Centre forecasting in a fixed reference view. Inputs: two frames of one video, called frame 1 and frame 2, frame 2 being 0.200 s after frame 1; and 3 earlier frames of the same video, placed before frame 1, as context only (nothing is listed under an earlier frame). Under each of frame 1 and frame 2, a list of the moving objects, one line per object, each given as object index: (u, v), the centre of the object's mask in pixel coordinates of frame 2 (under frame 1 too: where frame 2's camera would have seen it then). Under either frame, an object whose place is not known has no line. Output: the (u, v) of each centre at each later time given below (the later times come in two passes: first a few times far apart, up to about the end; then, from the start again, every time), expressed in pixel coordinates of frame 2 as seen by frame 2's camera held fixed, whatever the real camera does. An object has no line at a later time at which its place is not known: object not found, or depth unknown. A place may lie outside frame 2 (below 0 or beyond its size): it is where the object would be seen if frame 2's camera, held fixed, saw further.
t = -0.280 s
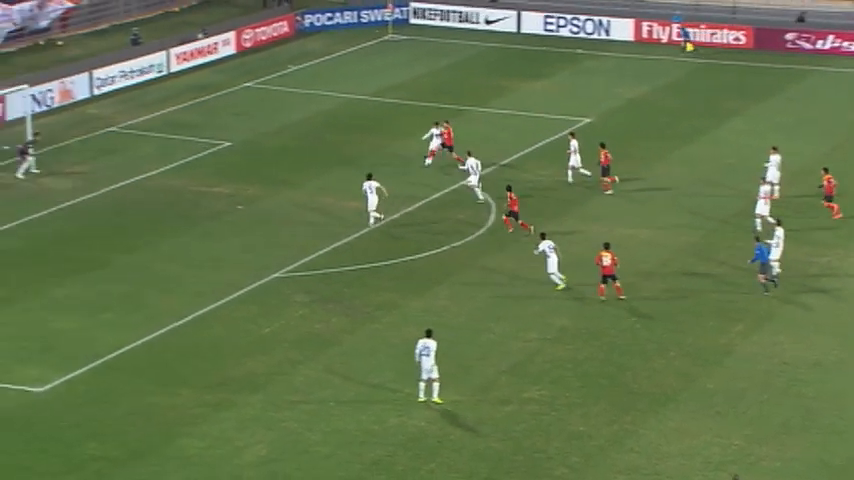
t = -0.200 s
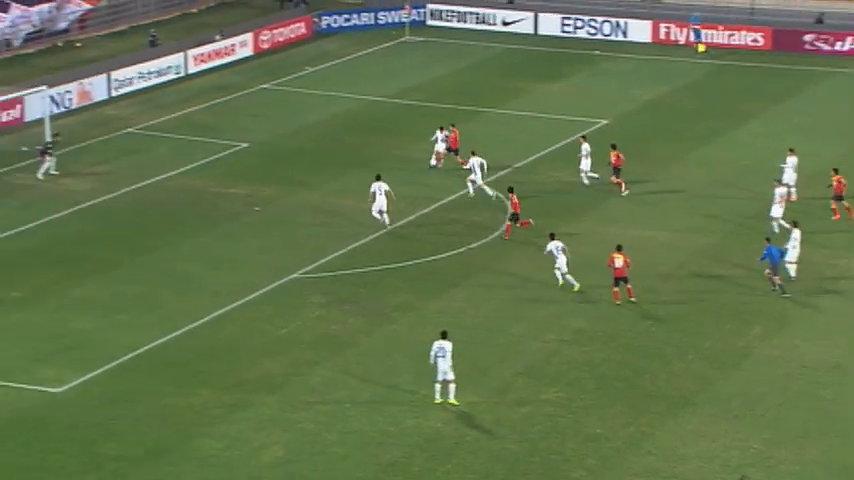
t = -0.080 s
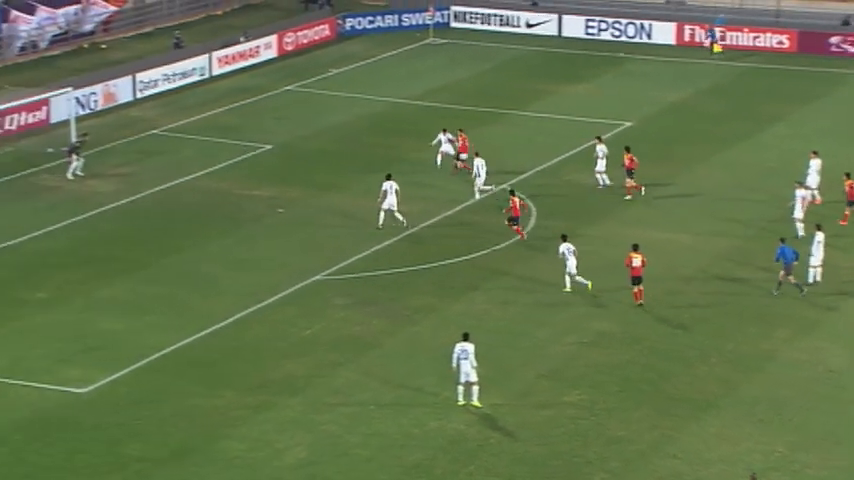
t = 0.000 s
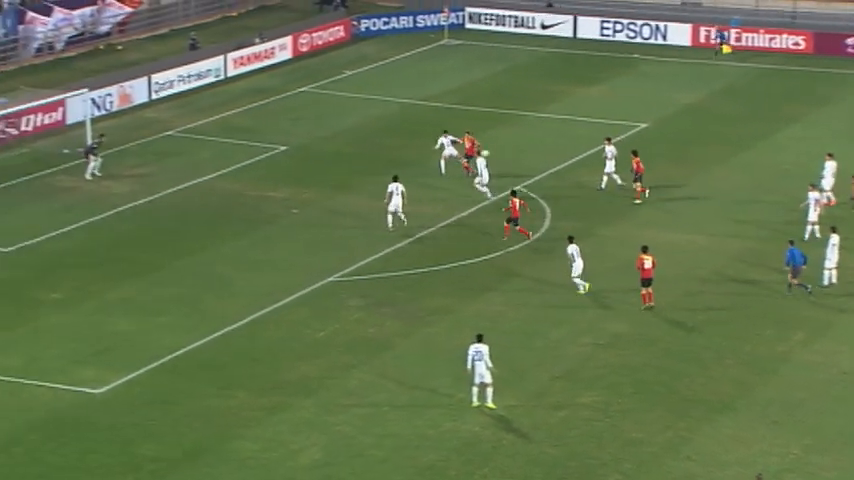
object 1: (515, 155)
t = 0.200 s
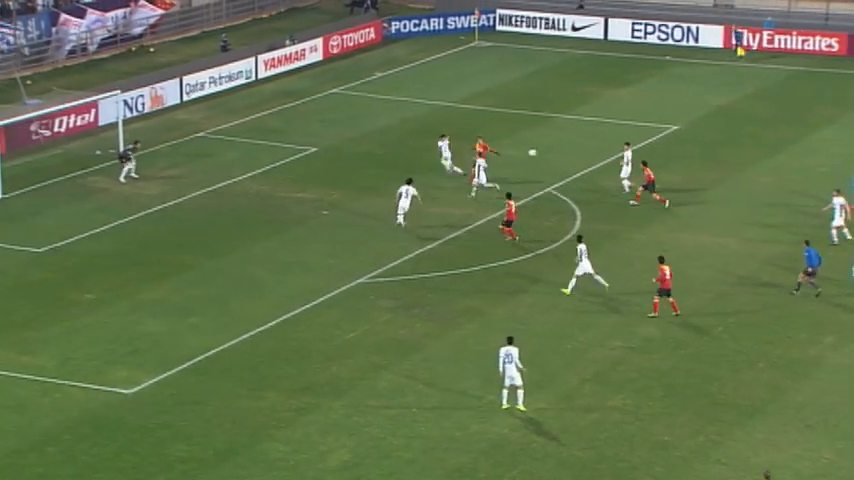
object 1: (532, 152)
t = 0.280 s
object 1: (539, 154)
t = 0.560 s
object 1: (566, 175)
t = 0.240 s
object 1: (535, 153)
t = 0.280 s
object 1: (539, 154)
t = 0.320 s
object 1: (543, 156)
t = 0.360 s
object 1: (546, 158)
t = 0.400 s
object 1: (550, 161)
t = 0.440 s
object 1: (554, 163)
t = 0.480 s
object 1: (558, 167)
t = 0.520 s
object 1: (562, 171)
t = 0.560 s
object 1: (566, 175)
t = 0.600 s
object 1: (570, 180)
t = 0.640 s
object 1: (574, 185)
